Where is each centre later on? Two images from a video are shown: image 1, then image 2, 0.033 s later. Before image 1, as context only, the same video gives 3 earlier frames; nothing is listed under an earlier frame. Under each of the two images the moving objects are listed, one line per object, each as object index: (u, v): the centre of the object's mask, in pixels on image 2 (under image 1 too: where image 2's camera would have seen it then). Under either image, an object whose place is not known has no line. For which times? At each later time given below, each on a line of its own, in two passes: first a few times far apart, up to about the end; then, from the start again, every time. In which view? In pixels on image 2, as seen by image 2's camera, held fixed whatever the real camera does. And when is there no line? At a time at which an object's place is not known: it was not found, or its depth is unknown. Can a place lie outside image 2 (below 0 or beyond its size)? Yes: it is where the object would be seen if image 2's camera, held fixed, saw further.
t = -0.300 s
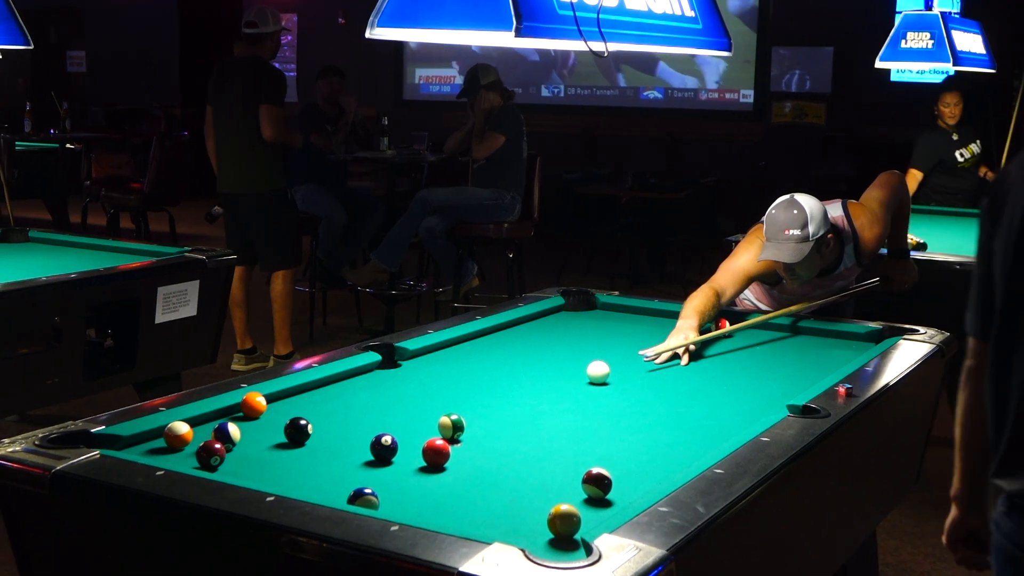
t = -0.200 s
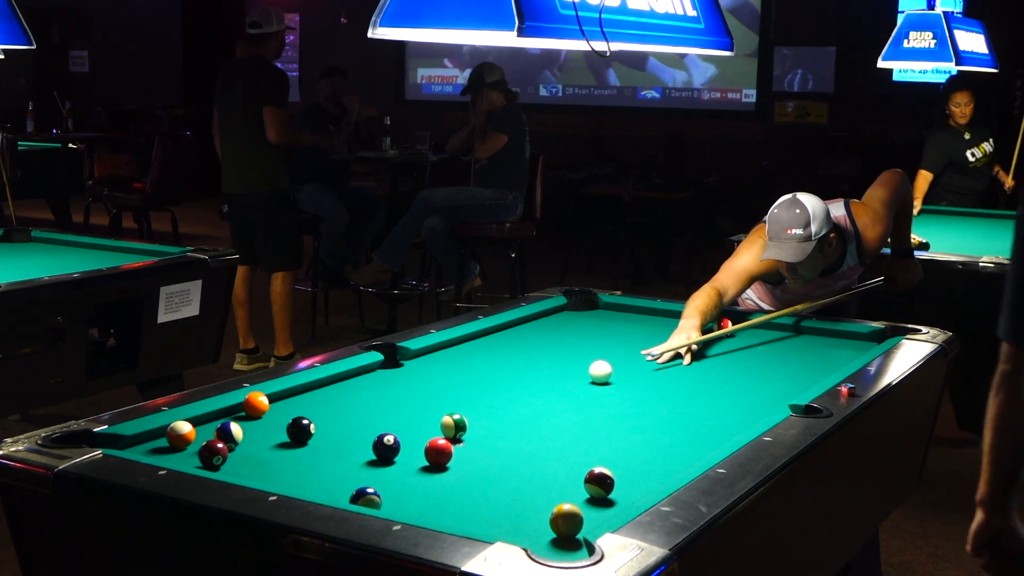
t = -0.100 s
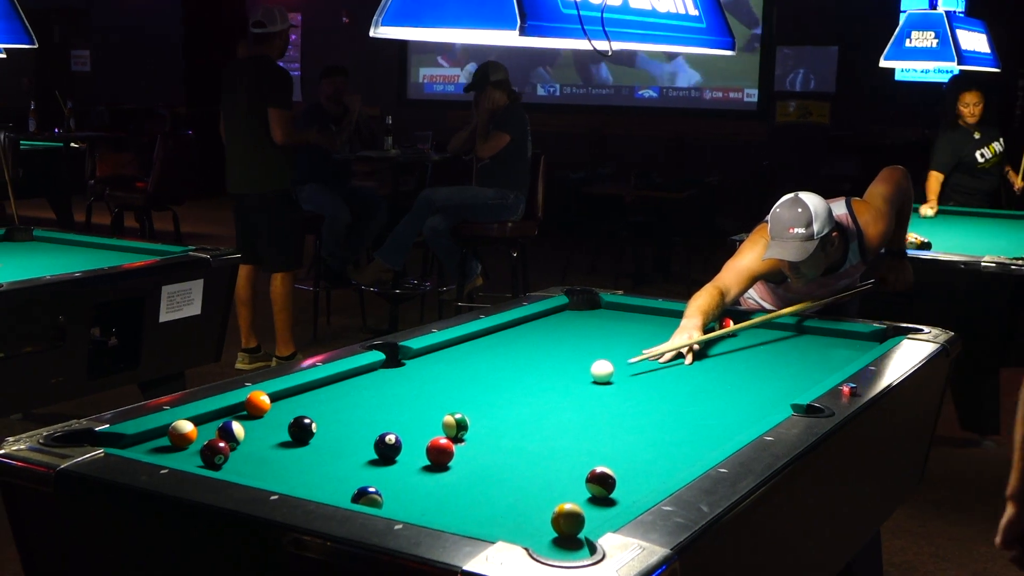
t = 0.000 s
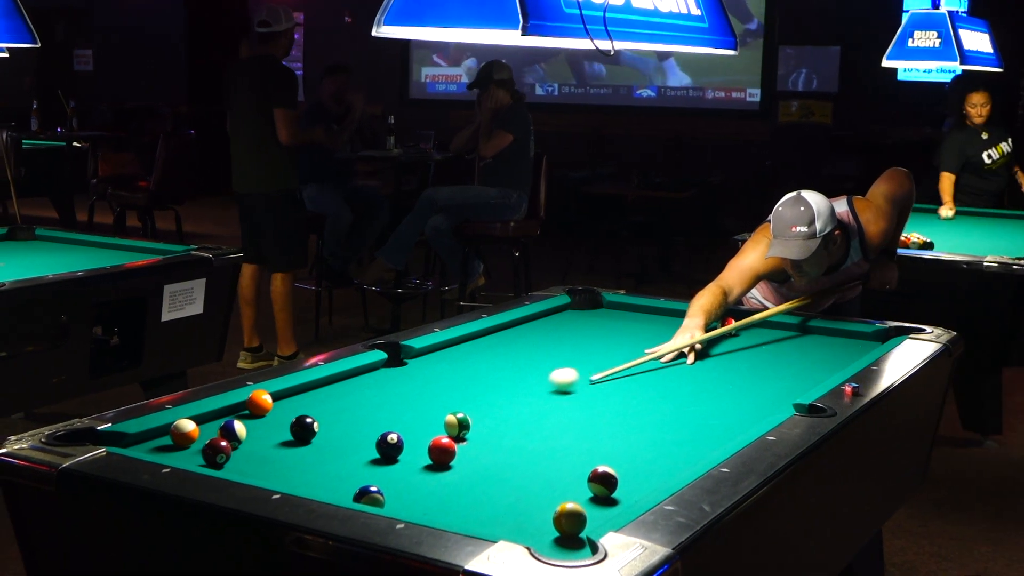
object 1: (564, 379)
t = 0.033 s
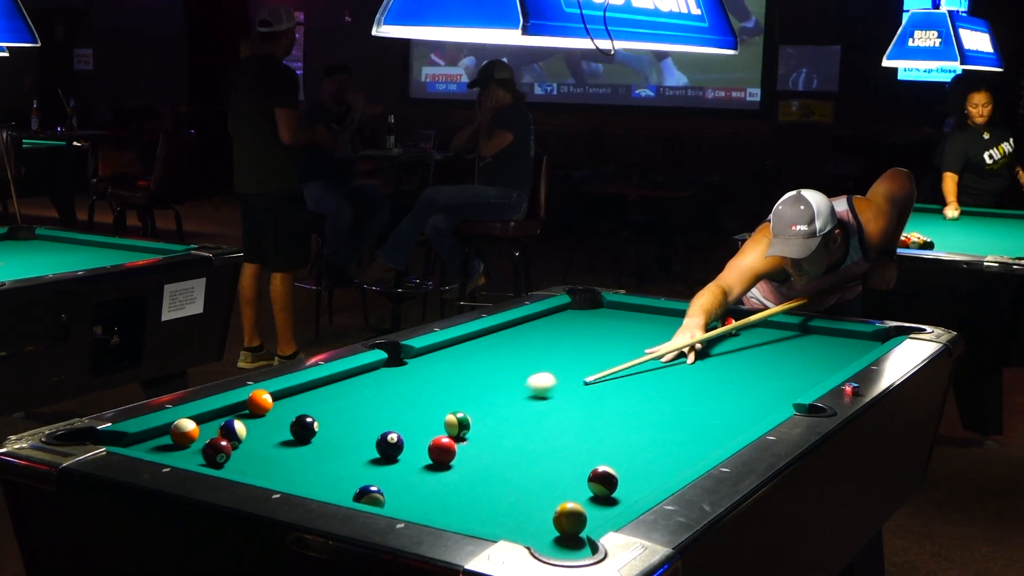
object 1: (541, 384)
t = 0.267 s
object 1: (384, 420)
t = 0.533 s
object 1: (225, 462)
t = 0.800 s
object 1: (297, 444)
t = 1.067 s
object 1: (358, 424)
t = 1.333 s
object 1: (411, 407)
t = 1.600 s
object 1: (456, 392)
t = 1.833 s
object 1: (490, 381)
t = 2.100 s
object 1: (525, 369)
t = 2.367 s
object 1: (556, 360)
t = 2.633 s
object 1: (583, 351)
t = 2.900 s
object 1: (607, 343)
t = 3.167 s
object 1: (628, 336)
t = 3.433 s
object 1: (647, 330)
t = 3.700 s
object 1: (664, 325)
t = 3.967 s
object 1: (675, 320)
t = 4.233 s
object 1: (680, 316)
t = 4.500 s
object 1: (681, 313)
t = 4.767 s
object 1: (674, 314)
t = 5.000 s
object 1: (668, 316)
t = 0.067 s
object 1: (518, 389)
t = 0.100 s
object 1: (496, 395)
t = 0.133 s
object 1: (473, 400)
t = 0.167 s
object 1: (450, 404)
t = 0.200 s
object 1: (428, 411)
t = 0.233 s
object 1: (406, 416)
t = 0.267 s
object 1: (384, 420)
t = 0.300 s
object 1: (363, 426)
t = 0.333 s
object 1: (341, 432)
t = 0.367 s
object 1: (317, 437)
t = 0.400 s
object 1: (295, 442)
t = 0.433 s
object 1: (272, 447)
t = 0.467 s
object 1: (247, 453)
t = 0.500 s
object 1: (235, 459)
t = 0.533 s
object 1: (225, 462)
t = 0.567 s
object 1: (229, 462)
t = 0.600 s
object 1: (241, 461)
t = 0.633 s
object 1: (252, 458)
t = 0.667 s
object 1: (262, 455)
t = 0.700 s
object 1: (271, 452)
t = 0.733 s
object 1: (279, 450)
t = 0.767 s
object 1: (288, 447)
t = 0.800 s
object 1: (297, 444)
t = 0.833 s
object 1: (305, 441)
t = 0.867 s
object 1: (313, 439)
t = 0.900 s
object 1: (320, 436)
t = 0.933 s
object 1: (329, 434)
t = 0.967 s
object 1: (336, 431)
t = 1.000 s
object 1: (344, 429)
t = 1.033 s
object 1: (351, 426)
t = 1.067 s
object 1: (358, 424)
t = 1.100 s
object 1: (365, 422)
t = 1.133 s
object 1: (373, 420)
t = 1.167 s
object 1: (379, 417)
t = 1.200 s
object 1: (386, 415)
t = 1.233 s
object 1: (392, 413)
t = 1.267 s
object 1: (399, 411)
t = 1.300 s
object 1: (405, 409)
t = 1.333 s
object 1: (411, 407)
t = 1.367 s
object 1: (417, 405)
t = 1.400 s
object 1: (423, 403)
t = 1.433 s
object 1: (429, 401)
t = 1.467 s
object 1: (434, 399)
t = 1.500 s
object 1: (440, 398)
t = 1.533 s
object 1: (446, 396)
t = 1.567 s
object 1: (451, 394)
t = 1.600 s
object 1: (456, 392)
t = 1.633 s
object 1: (461, 391)
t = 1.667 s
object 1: (466, 389)
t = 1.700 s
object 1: (471, 387)
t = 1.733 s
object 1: (476, 385)
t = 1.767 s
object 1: (481, 384)
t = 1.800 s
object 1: (486, 382)
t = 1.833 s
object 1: (490, 381)
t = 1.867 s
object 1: (495, 379)
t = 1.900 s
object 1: (499, 378)
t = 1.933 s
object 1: (504, 376)
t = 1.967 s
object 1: (508, 375)
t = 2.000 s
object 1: (513, 374)
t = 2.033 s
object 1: (517, 372)
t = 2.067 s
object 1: (521, 371)
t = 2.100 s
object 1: (525, 369)
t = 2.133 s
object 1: (529, 368)
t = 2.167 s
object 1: (533, 367)
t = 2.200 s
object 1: (537, 366)
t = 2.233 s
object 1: (541, 364)
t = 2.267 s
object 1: (545, 363)
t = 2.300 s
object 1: (549, 362)
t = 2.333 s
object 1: (552, 361)
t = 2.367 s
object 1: (556, 360)
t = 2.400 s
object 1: (560, 358)
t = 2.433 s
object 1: (563, 357)
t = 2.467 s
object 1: (567, 356)
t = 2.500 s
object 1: (570, 355)
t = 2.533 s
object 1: (573, 354)
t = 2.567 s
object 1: (577, 353)
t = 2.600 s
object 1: (580, 352)
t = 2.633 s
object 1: (583, 351)
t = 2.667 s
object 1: (586, 349)
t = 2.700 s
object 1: (589, 349)
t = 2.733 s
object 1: (592, 347)
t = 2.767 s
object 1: (595, 347)
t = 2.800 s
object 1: (598, 346)
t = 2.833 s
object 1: (601, 345)
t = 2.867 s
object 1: (604, 344)
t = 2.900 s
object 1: (607, 343)
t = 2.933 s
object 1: (610, 342)
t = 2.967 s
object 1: (613, 341)
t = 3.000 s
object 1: (615, 340)
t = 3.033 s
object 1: (618, 339)
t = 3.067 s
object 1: (621, 338)
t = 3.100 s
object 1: (623, 337)
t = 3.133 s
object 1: (626, 336)
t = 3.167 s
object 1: (628, 336)
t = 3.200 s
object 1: (631, 335)
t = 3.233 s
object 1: (633, 334)
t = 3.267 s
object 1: (636, 334)
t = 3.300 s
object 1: (638, 333)
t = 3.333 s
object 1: (641, 332)
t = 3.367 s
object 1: (643, 331)
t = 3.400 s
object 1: (645, 330)
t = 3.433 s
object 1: (647, 330)
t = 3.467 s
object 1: (650, 329)
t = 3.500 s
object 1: (652, 329)
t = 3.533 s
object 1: (654, 328)
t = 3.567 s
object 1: (656, 327)
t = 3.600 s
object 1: (658, 327)
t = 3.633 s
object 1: (660, 326)
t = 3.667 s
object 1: (662, 325)
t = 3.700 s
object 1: (664, 325)
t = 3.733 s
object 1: (666, 324)
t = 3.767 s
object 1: (668, 323)
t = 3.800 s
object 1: (670, 323)
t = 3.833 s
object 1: (672, 322)
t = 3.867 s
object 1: (673, 322)
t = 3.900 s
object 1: (674, 321)
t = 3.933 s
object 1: (674, 320)
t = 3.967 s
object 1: (675, 320)
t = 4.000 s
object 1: (676, 319)
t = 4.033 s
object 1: (676, 319)
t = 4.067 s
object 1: (677, 318)
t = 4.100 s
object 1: (678, 318)
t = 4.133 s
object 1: (678, 317)
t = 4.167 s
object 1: (678, 316)
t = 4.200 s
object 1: (679, 316)
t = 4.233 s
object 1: (680, 316)
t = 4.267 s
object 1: (680, 315)
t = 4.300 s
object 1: (681, 314)
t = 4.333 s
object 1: (681, 314)
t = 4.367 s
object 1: (682, 314)
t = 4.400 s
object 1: (682, 313)
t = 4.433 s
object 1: (683, 313)
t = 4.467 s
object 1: (682, 313)
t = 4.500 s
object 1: (681, 313)
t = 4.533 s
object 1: (680, 313)
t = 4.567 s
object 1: (679, 313)
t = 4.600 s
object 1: (678, 314)
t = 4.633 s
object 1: (677, 314)
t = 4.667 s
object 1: (676, 314)
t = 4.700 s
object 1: (675, 314)
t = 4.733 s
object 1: (674, 314)
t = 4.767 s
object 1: (674, 314)
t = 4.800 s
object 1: (673, 315)
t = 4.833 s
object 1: (672, 315)
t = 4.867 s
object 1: (671, 315)
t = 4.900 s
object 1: (670, 315)
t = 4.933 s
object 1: (670, 315)
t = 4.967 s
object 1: (669, 315)
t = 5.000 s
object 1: (668, 316)
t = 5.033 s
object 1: (667, 316)
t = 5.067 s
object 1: (666, 316)
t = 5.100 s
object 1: (666, 316)
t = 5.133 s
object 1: (665, 316)
